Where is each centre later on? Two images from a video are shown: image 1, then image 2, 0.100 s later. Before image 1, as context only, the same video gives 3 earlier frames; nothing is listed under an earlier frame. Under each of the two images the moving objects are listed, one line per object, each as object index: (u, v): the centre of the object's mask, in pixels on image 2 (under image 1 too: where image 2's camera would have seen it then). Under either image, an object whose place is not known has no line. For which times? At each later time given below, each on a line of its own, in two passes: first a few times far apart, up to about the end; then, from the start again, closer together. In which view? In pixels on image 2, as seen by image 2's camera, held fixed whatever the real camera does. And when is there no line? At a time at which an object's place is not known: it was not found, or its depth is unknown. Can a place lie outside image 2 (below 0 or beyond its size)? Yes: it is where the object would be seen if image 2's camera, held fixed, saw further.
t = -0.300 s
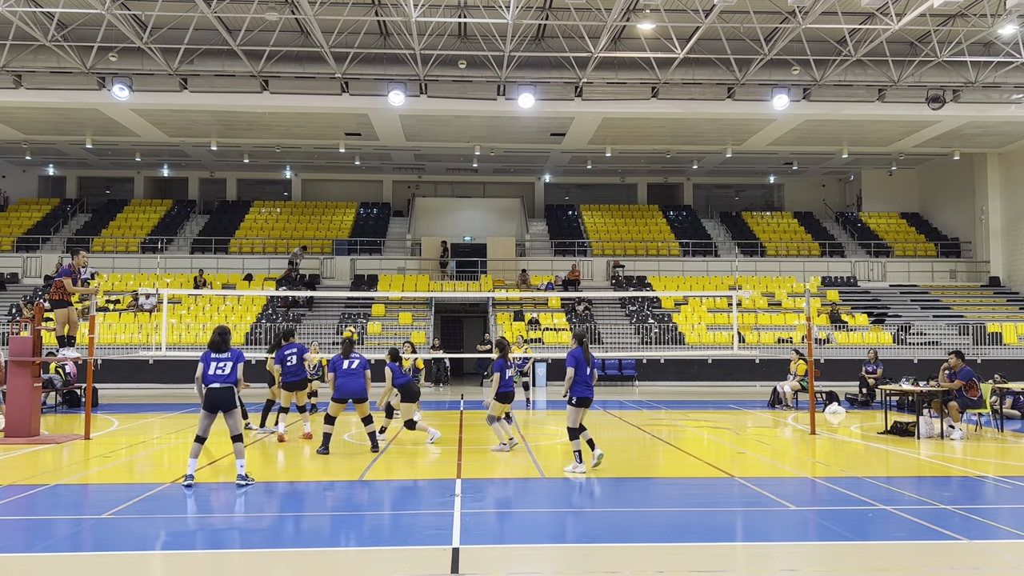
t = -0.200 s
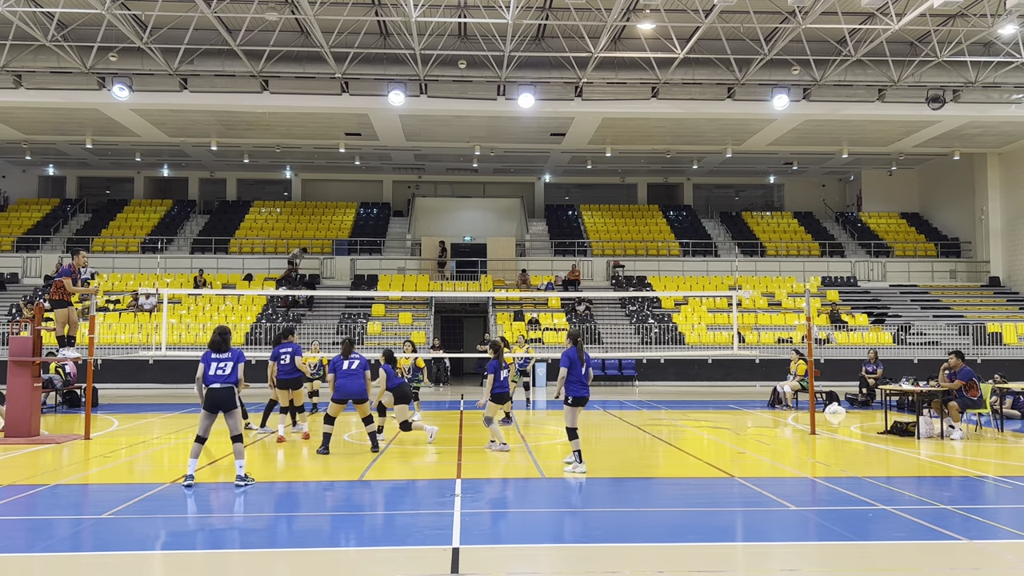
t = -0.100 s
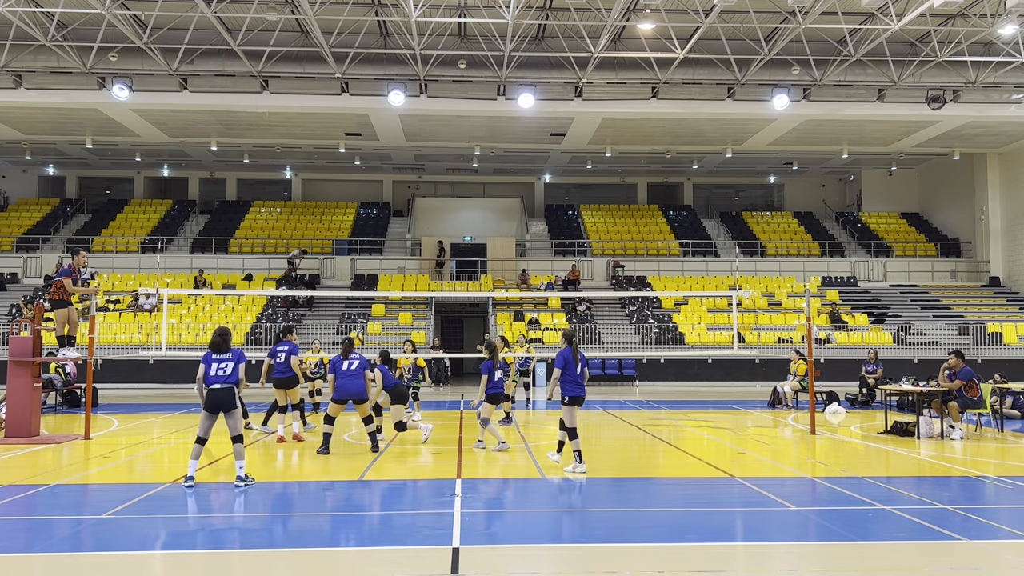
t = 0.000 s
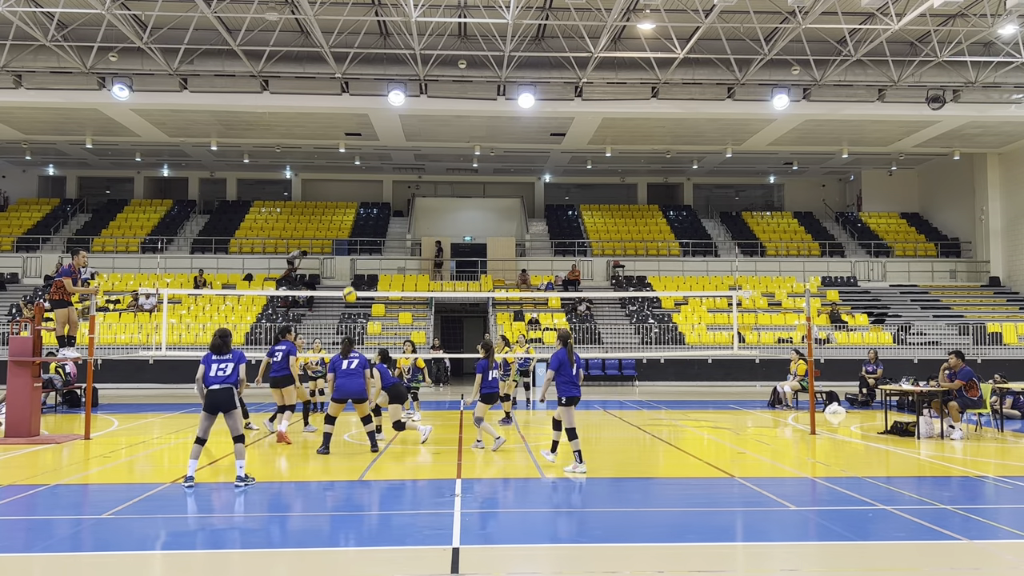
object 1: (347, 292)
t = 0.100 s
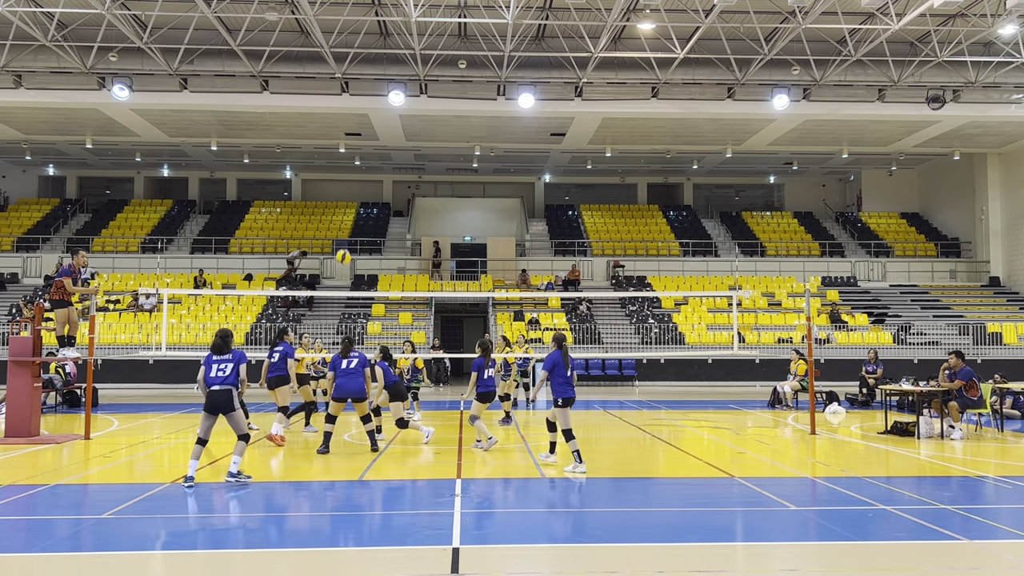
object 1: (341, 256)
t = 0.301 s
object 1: (328, 197)
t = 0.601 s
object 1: (308, 160)
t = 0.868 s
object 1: (289, 180)
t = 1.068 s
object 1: (273, 229)
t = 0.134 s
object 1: (341, 245)
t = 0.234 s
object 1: (334, 214)
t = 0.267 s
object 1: (333, 206)
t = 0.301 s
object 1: (328, 197)
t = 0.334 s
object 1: (327, 191)
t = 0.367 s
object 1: (322, 185)
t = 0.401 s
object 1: (321, 179)
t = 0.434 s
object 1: (320, 174)
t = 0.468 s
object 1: (319, 171)
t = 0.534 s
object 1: (314, 162)
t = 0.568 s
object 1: (312, 161)
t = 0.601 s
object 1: (308, 160)
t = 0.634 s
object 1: (305, 159)
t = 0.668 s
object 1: (300, 160)
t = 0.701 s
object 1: (299, 161)
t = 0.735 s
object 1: (298, 163)
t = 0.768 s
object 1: (297, 166)
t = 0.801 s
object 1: (294, 171)
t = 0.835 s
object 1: (291, 175)
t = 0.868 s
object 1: (289, 180)
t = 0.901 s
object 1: (287, 186)
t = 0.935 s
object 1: (282, 191)
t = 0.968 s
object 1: (277, 200)
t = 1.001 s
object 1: (276, 208)
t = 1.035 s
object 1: (275, 218)
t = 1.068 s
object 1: (273, 229)
